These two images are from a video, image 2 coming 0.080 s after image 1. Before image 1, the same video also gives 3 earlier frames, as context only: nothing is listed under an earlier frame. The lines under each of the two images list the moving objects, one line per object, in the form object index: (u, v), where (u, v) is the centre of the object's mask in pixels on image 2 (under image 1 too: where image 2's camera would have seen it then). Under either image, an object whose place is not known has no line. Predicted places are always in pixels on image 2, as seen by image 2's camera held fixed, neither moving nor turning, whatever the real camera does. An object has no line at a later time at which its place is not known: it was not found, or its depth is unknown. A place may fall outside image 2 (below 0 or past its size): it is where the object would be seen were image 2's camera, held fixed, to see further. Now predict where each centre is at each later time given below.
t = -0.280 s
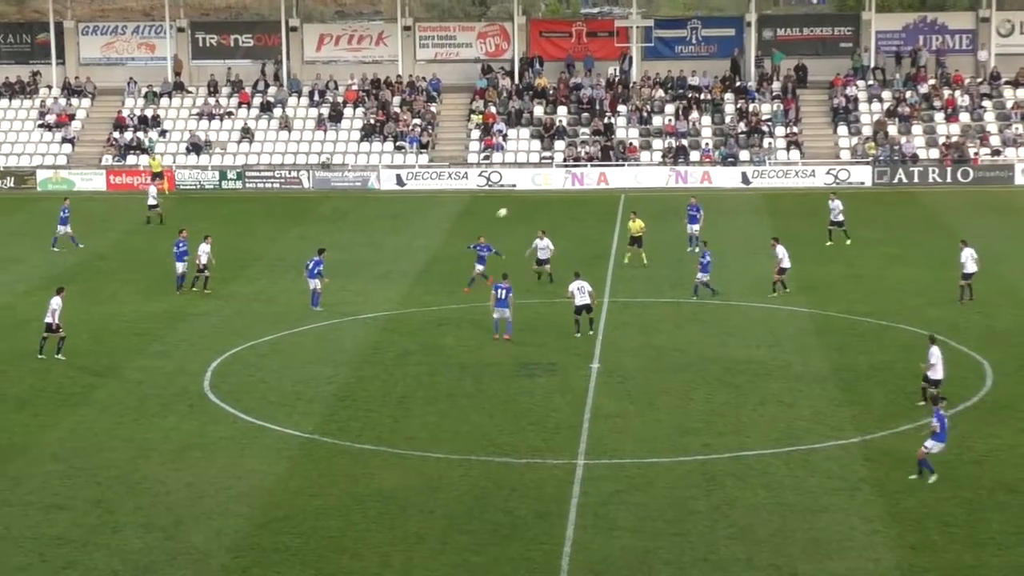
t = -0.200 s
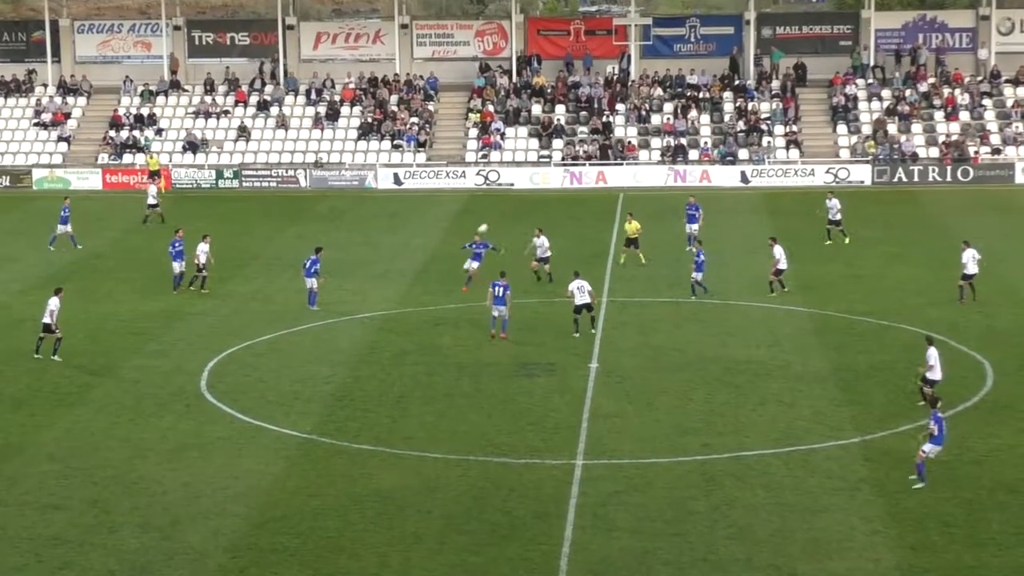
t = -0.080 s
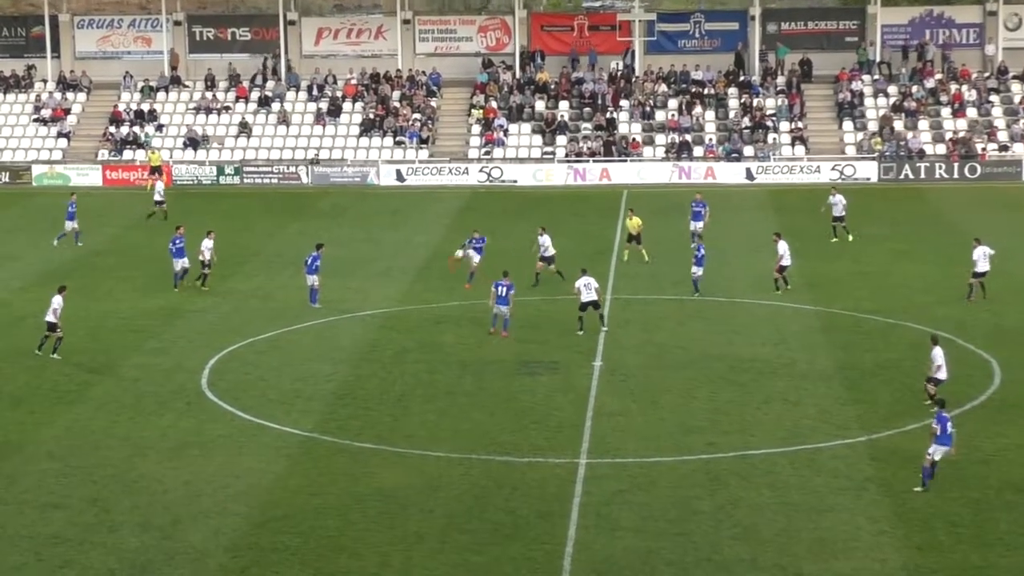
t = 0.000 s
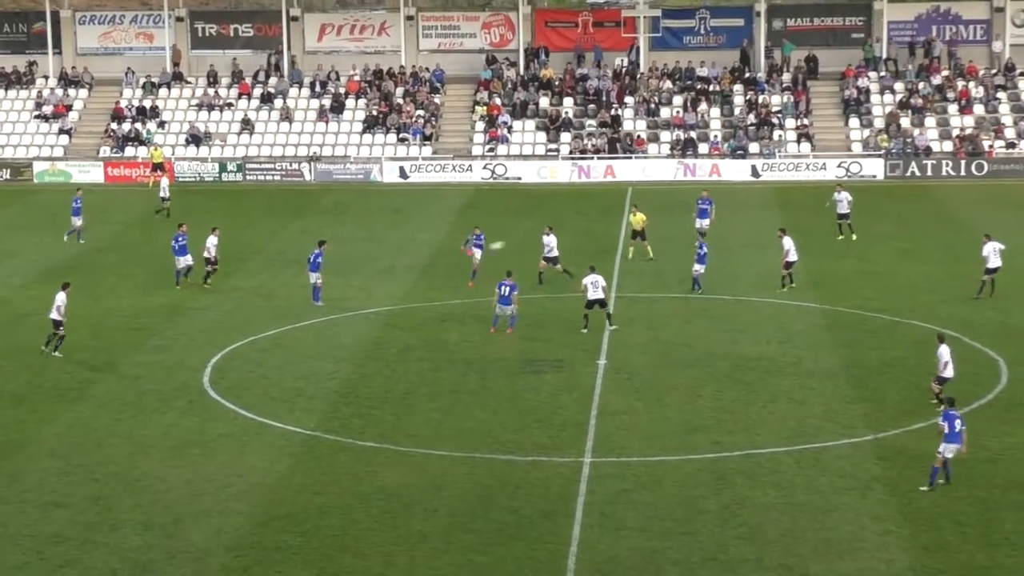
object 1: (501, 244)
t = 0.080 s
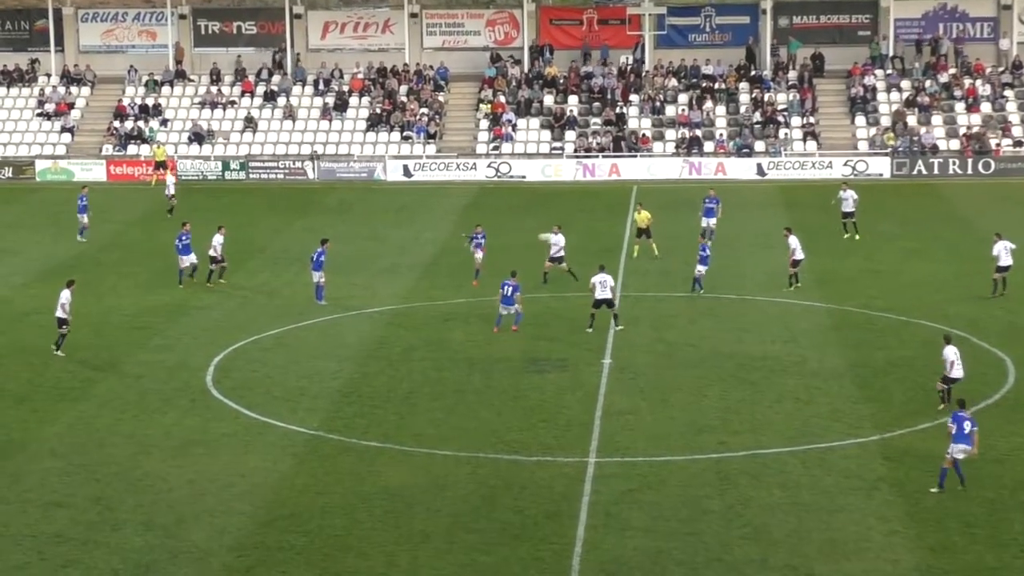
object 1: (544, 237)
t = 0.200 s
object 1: (616, 231)
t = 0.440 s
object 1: (753, 245)
